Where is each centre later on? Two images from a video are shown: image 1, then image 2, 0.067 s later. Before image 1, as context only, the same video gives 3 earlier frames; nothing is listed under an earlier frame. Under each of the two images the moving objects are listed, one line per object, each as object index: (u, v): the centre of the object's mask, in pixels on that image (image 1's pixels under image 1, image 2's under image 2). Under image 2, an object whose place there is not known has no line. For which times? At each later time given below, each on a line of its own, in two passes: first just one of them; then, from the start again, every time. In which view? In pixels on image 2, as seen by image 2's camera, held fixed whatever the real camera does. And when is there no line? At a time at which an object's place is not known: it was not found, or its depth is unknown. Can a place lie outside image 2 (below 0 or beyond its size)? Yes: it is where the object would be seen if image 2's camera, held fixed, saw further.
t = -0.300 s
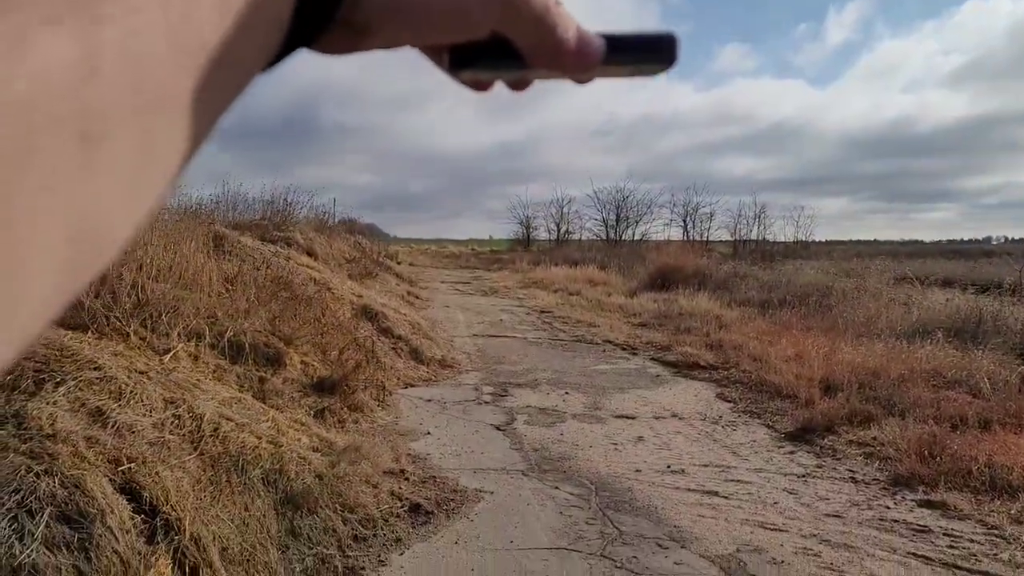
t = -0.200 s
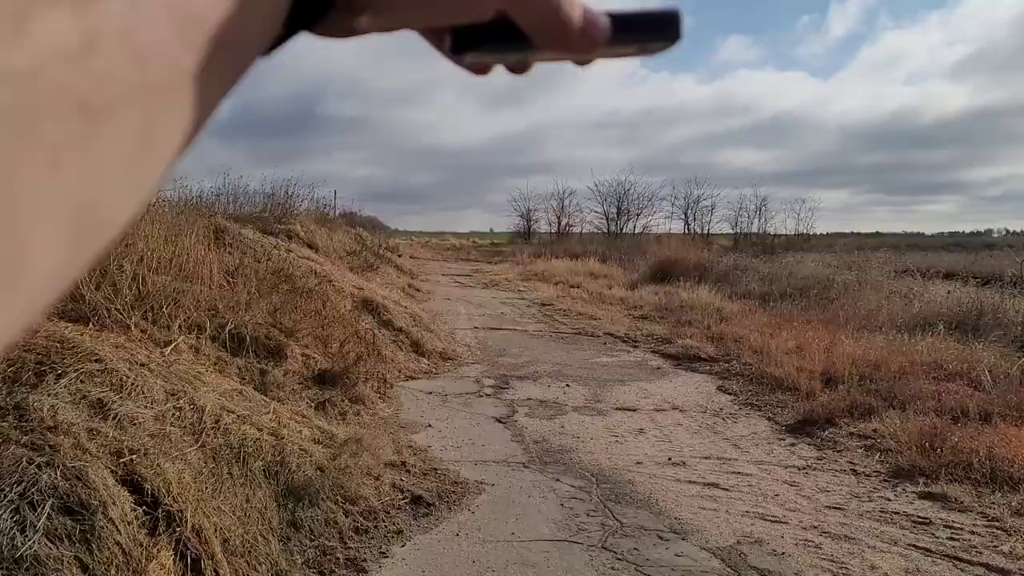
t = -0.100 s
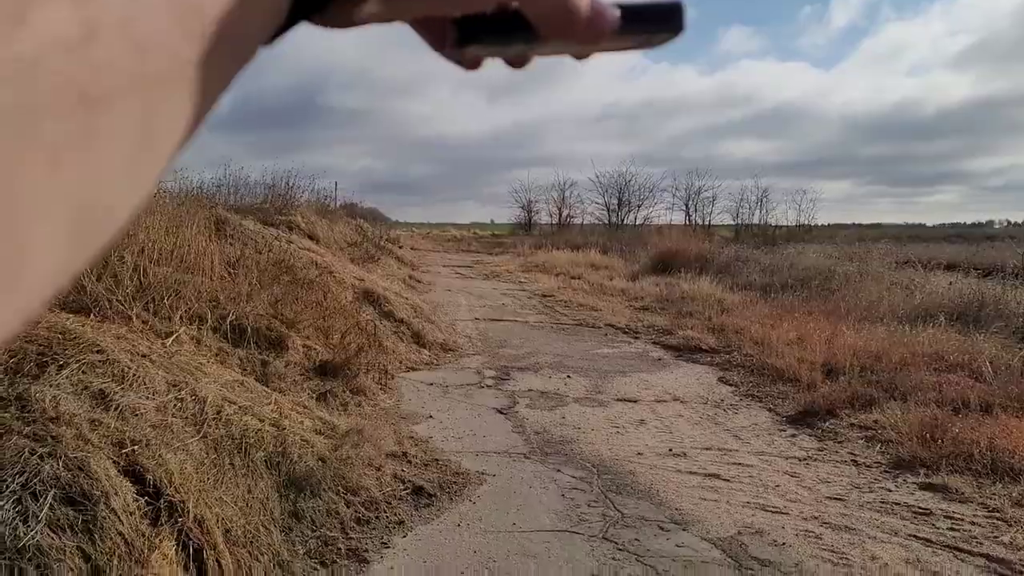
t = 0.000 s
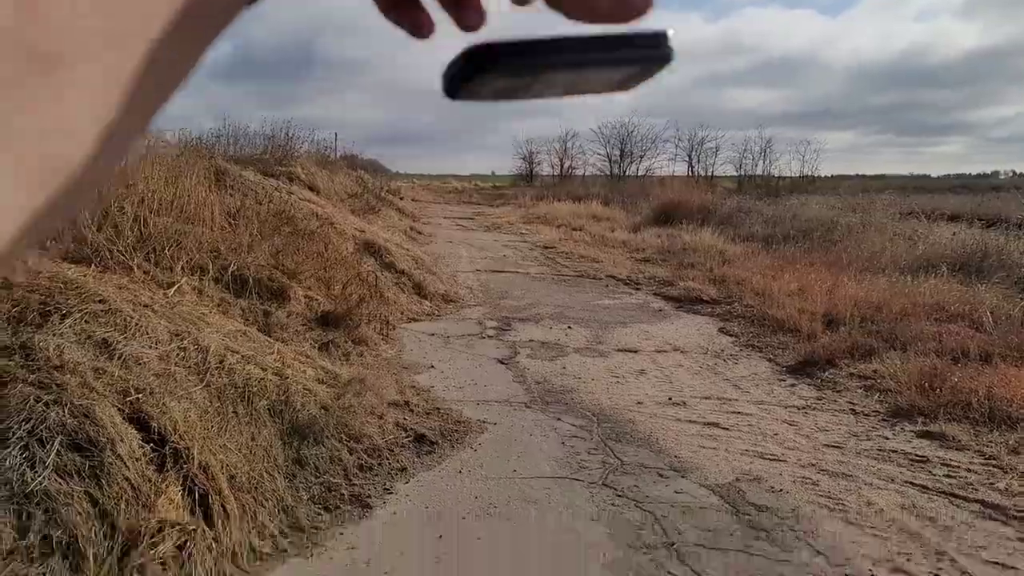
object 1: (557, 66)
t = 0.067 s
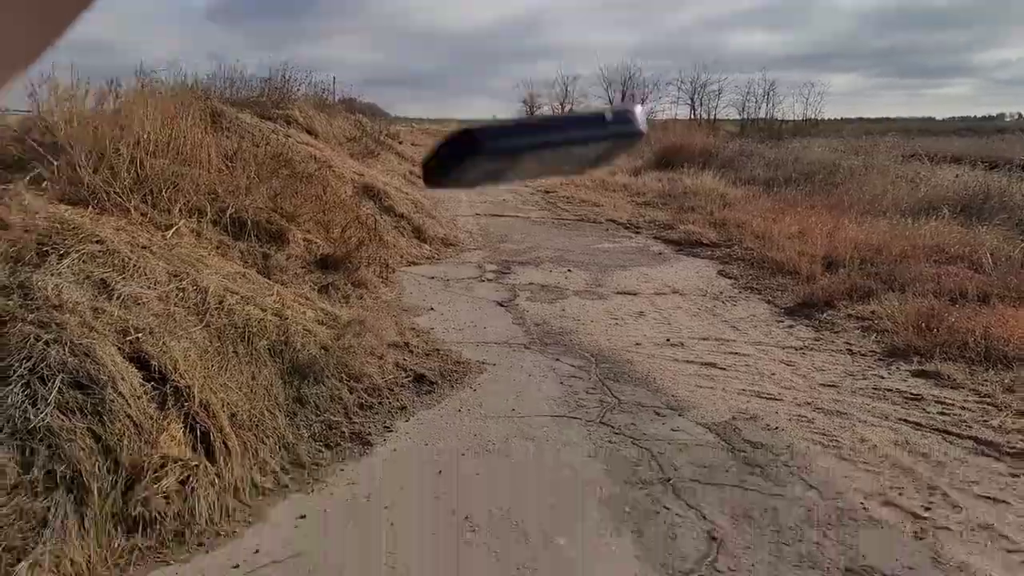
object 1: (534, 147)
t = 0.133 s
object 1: (499, 348)
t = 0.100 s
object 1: (517, 245)
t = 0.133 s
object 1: (499, 348)
